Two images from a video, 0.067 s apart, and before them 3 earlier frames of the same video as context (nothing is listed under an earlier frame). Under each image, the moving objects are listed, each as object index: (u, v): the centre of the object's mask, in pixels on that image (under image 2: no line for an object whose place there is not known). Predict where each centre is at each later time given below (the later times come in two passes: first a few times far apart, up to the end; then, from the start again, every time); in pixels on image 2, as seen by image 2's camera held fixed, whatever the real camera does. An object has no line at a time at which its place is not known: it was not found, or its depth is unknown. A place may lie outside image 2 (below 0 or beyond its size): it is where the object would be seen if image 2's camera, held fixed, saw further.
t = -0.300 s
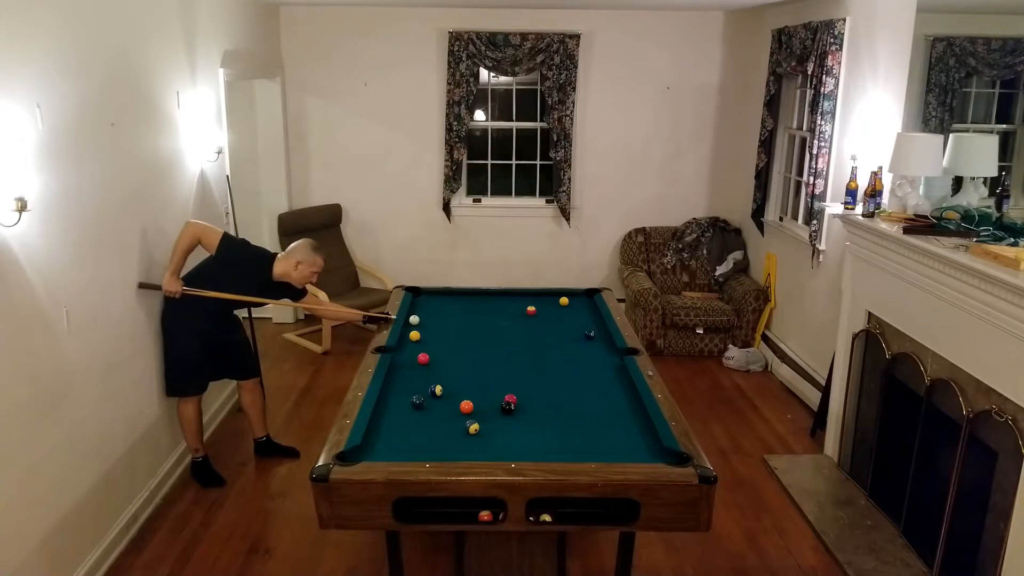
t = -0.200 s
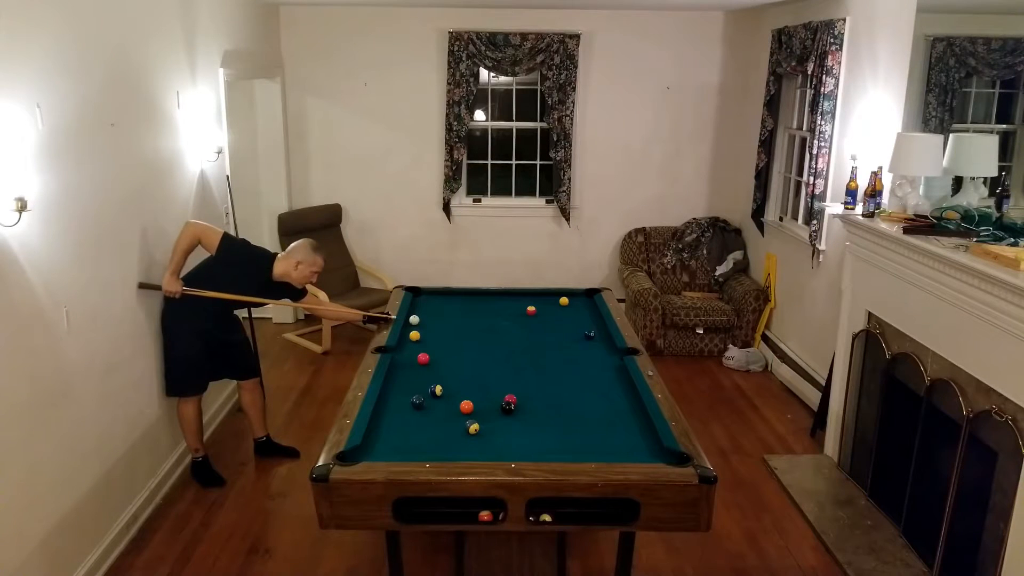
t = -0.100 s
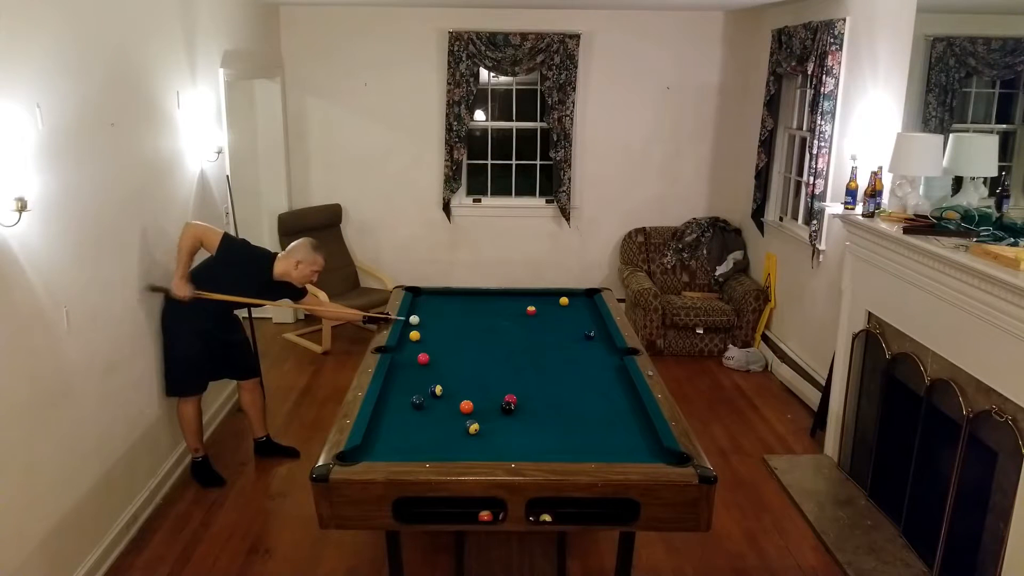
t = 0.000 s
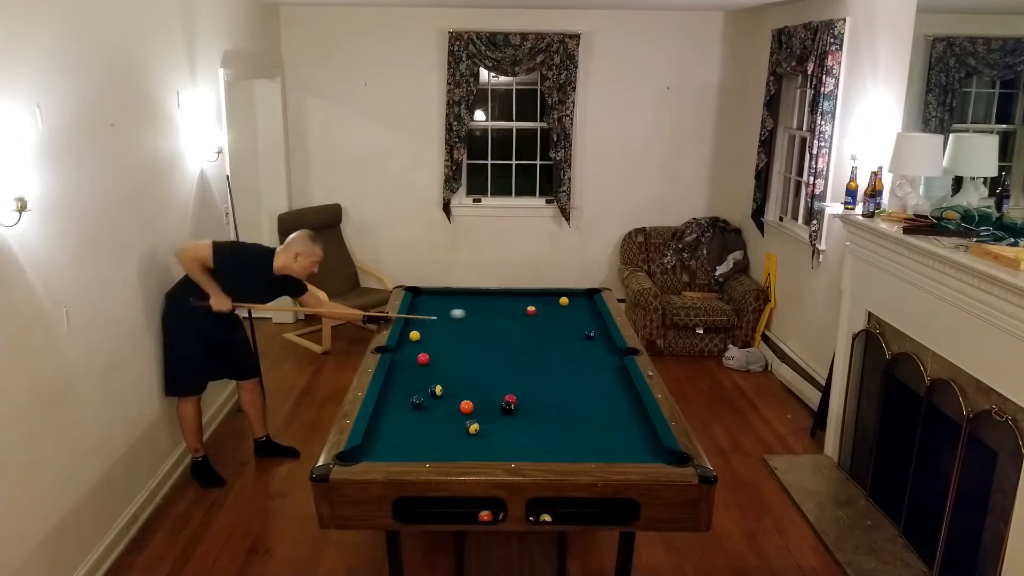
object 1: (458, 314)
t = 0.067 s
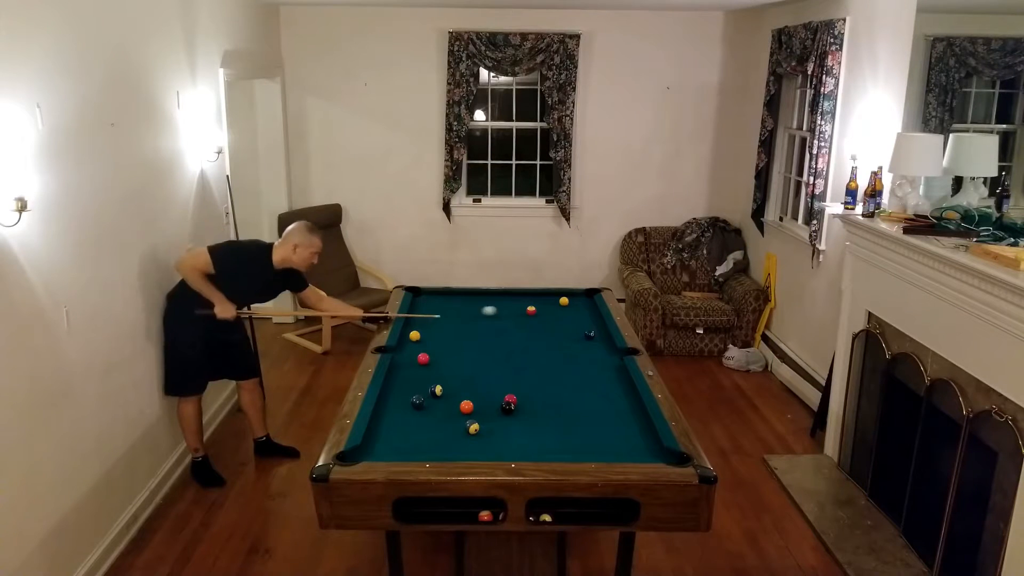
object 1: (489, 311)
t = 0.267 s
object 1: (564, 304)
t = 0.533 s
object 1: (577, 310)
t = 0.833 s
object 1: (540, 315)
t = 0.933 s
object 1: (528, 317)
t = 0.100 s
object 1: (504, 309)
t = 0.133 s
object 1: (518, 308)
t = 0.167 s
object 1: (532, 305)
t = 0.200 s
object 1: (545, 305)
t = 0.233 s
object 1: (556, 304)
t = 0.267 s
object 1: (564, 304)
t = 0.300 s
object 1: (570, 305)
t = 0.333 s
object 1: (577, 306)
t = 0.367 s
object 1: (584, 307)
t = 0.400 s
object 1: (591, 308)
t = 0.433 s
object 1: (592, 308)
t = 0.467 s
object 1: (586, 309)
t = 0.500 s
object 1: (581, 310)
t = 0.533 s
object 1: (577, 310)
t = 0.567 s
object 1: (572, 311)
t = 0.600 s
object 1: (568, 311)
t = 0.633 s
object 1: (564, 312)
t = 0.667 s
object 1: (560, 312)
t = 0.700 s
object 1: (556, 313)
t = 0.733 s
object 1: (552, 313)
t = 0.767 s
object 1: (548, 314)
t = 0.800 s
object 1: (544, 314)
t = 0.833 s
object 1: (540, 315)
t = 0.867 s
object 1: (536, 316)
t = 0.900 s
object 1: (532, 316)
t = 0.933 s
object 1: (528, 317)
